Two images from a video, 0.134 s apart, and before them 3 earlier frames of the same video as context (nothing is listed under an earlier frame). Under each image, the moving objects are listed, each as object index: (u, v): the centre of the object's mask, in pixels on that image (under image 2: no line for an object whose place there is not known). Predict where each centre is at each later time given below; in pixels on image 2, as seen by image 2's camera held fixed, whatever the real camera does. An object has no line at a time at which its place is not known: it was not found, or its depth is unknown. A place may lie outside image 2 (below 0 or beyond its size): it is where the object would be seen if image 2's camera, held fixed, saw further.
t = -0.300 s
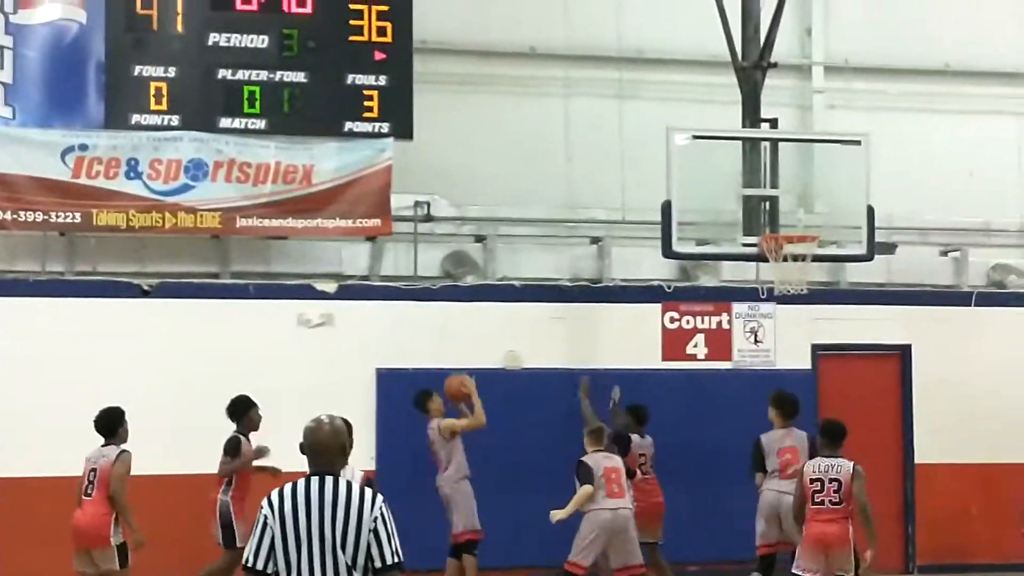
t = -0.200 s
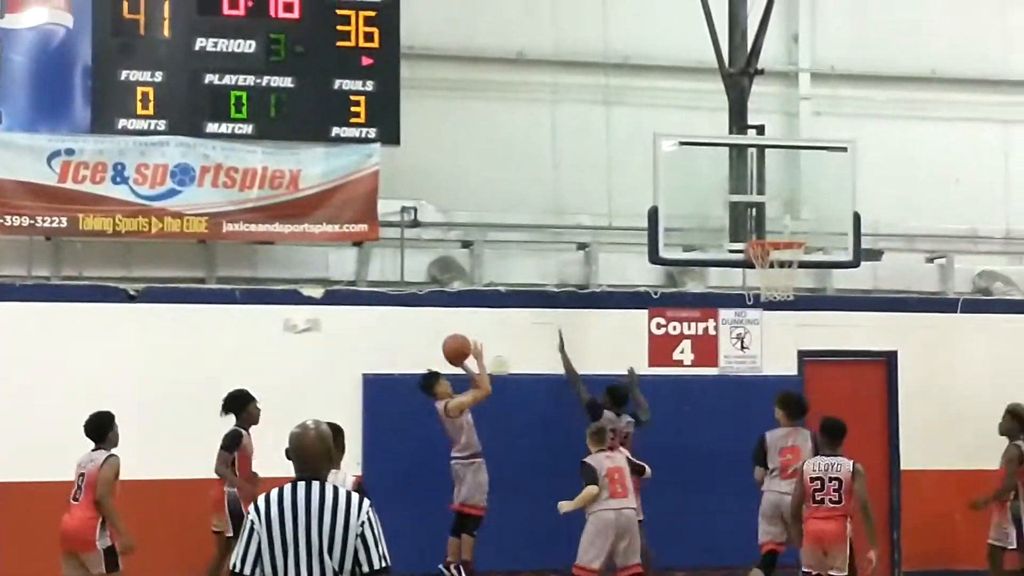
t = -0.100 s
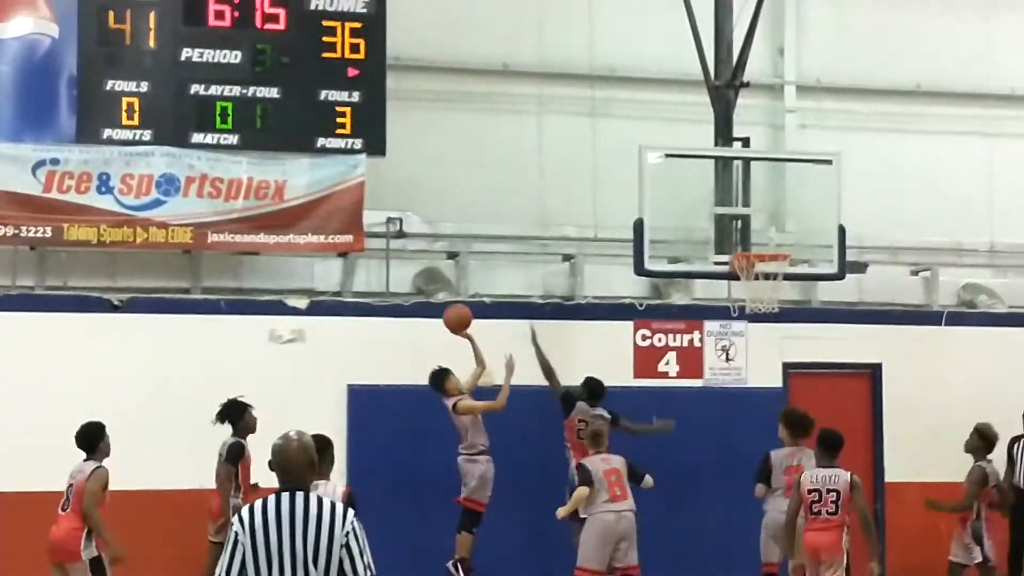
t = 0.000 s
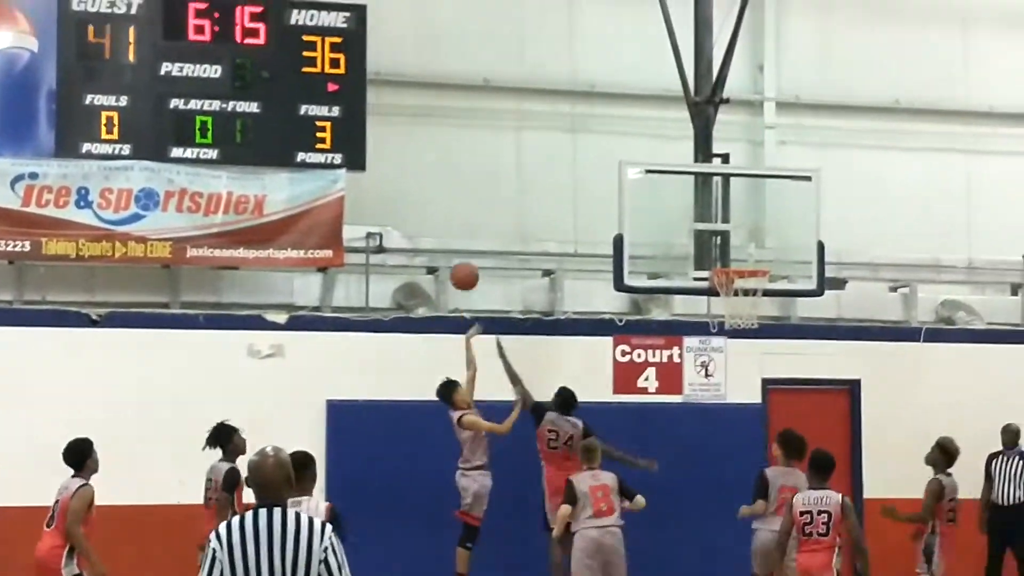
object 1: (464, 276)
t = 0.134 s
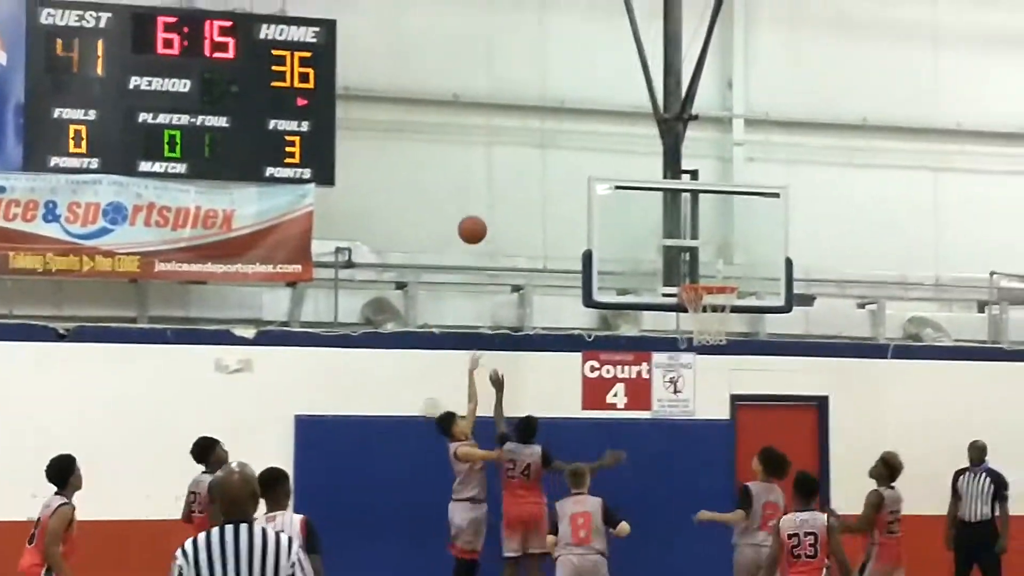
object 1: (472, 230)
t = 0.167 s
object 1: (482, 217)
